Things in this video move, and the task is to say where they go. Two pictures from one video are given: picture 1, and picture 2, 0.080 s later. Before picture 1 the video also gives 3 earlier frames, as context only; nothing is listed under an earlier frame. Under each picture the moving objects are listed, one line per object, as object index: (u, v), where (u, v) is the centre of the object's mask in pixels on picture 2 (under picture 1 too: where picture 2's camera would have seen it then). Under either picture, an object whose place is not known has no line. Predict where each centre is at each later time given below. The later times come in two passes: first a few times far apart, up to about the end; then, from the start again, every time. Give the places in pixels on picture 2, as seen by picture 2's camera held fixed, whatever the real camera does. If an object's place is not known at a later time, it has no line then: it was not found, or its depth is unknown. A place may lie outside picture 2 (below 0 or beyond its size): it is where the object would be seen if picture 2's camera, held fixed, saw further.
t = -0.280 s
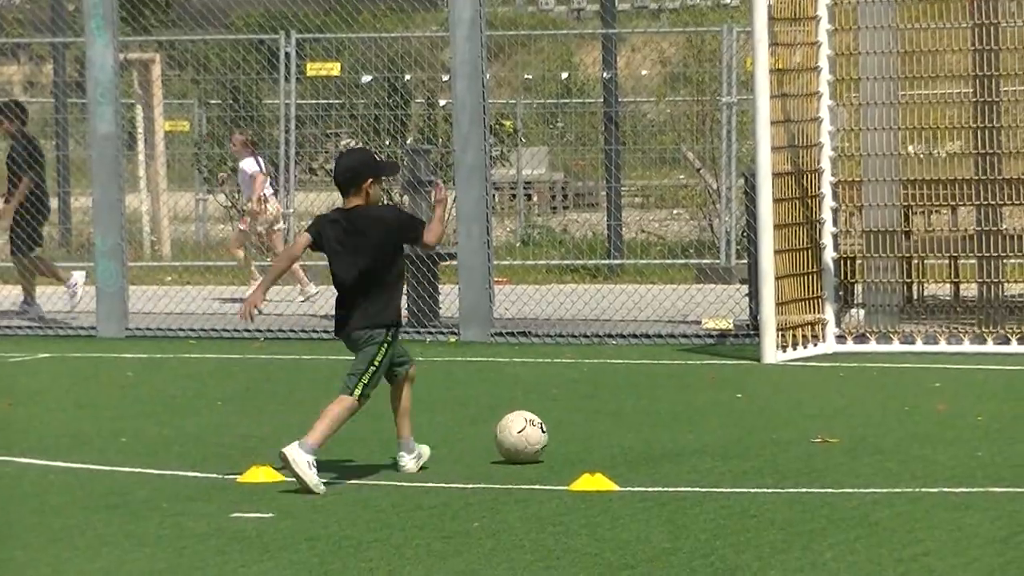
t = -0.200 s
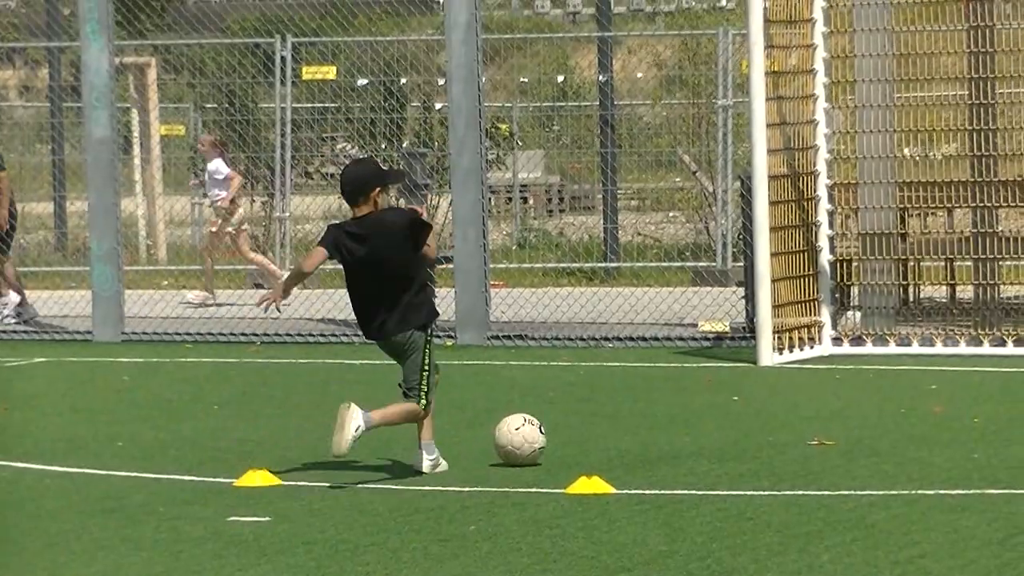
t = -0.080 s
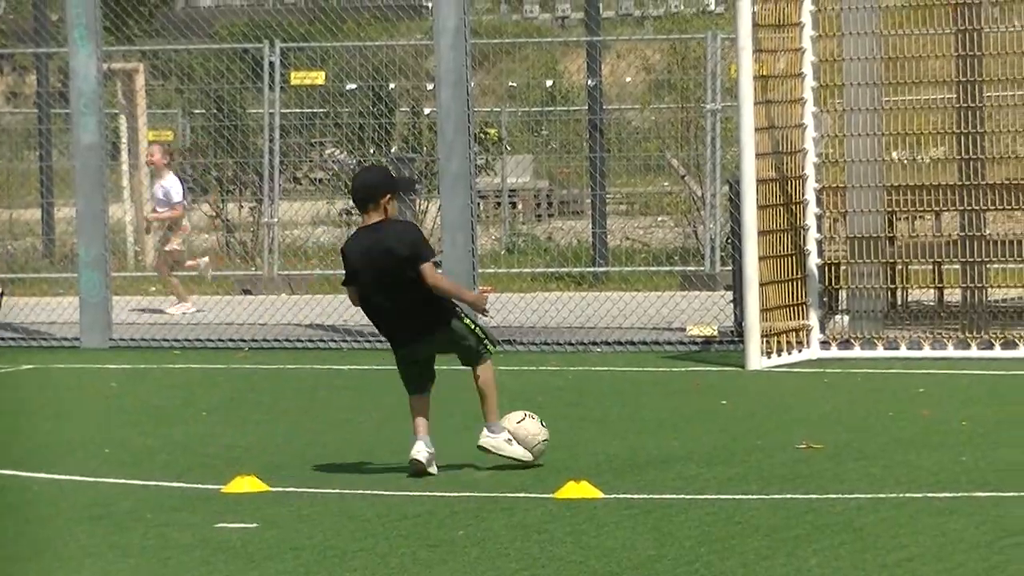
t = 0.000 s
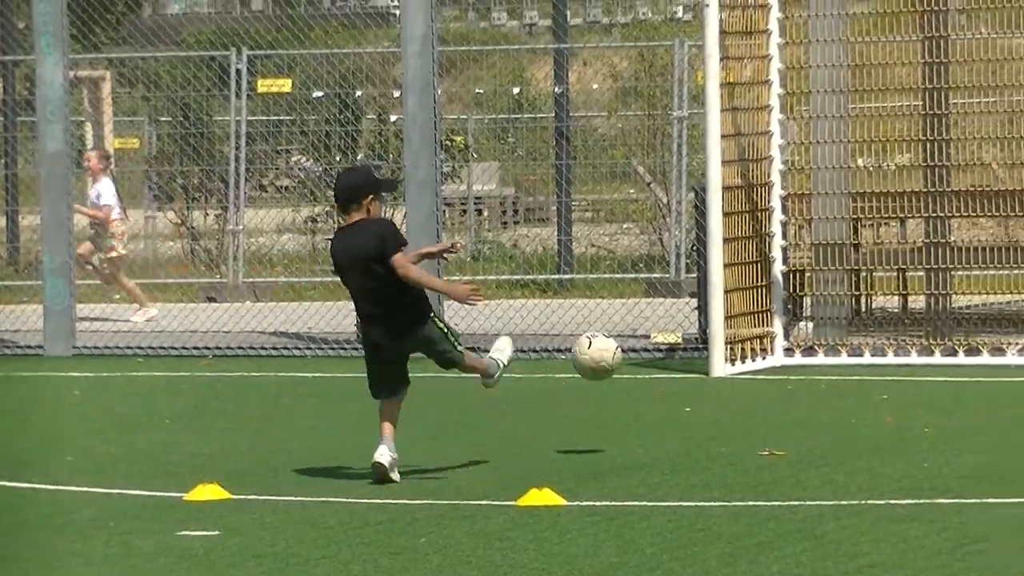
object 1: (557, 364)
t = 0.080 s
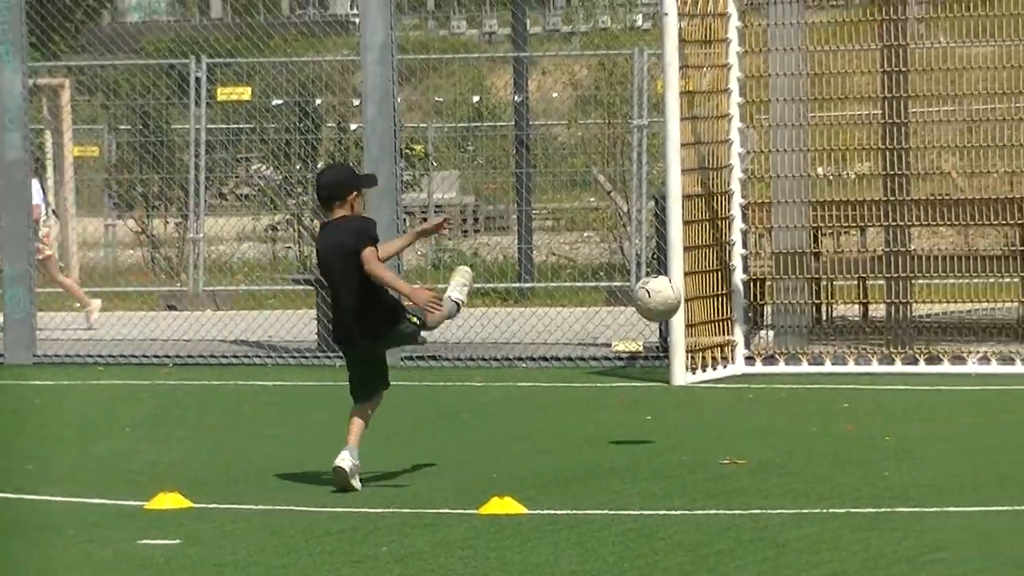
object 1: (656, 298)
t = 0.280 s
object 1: (874, 211)
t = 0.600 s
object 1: (1071, 259)
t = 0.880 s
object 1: (1057, 340)
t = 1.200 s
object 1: (1042, 364)
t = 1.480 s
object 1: (1028, 373)
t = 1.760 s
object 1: (1016, 387)
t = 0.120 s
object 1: (704, 272)
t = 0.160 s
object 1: (748, 251)
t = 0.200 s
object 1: (791, 232)
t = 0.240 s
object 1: (833, 220)
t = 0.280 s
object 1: (874, 211)
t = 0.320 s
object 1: (913, 205)
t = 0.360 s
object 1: (950, 204)
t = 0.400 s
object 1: (987, 205)
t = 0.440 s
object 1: (1023, 210)
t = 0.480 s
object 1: (1057, 218)
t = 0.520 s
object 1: (1075, 229)
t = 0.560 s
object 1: (1073, 243)
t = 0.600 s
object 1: (1071, 259)
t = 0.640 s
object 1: (1070, 278)
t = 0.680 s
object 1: (1068, 300)
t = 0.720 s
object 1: (1066, 326)
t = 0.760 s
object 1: (1065, 355)
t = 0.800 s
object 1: (1062, 367)
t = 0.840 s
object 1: (1061, 352)
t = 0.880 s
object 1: (1057, 340)
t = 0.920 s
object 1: (1055, 332)
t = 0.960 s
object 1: (1052, 327)
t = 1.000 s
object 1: (1051, 325)
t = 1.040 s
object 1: (1048, 325)
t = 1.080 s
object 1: (1047, 330)
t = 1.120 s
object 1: (1045, 337)
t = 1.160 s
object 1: (1043, 348)
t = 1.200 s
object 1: (1042, 364)
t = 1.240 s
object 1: (1039, 380)
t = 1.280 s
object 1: (1037, 374)
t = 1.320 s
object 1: (1035, 367)
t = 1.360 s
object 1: (1033, 364)
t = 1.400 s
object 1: (1032, 363)
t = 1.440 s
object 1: (1030, 366)
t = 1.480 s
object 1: (1028, 373)
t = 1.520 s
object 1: (1027, 383)
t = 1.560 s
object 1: (1025, 383)
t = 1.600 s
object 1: (1023, 379)
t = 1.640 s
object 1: (1021, 378)
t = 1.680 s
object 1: (1019, 382)
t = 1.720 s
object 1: (1018, 387)
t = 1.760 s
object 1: (1016, 387)
